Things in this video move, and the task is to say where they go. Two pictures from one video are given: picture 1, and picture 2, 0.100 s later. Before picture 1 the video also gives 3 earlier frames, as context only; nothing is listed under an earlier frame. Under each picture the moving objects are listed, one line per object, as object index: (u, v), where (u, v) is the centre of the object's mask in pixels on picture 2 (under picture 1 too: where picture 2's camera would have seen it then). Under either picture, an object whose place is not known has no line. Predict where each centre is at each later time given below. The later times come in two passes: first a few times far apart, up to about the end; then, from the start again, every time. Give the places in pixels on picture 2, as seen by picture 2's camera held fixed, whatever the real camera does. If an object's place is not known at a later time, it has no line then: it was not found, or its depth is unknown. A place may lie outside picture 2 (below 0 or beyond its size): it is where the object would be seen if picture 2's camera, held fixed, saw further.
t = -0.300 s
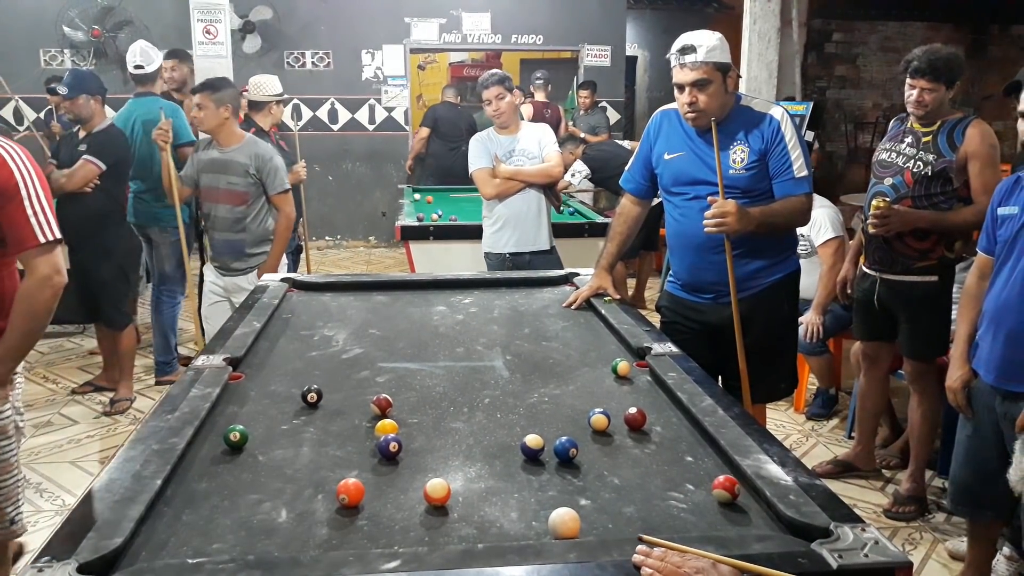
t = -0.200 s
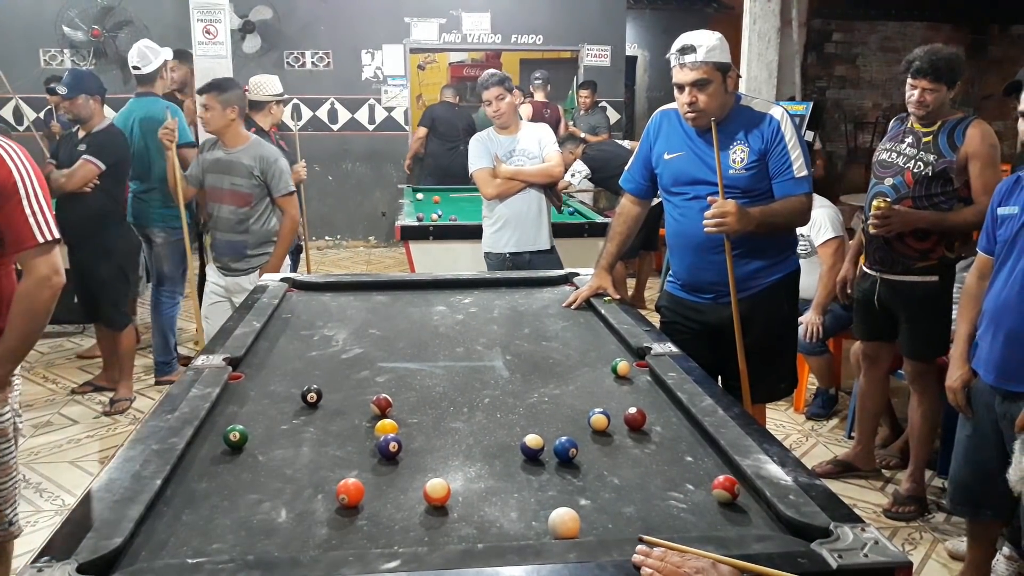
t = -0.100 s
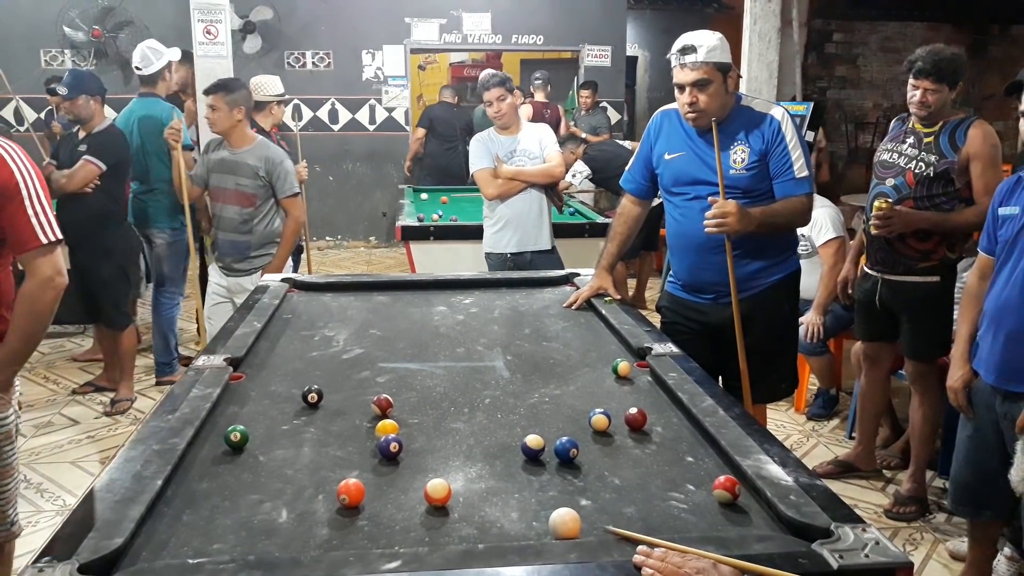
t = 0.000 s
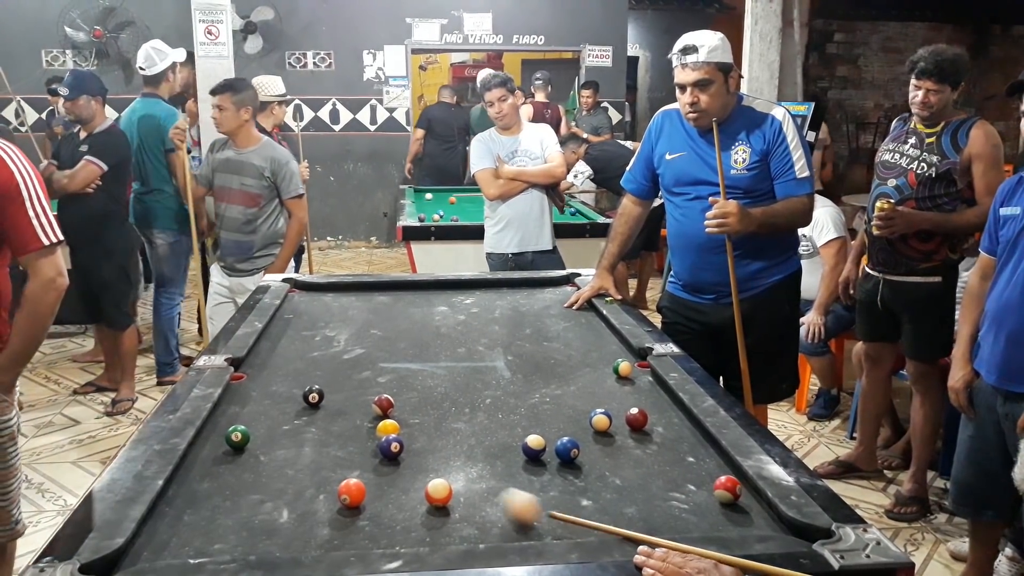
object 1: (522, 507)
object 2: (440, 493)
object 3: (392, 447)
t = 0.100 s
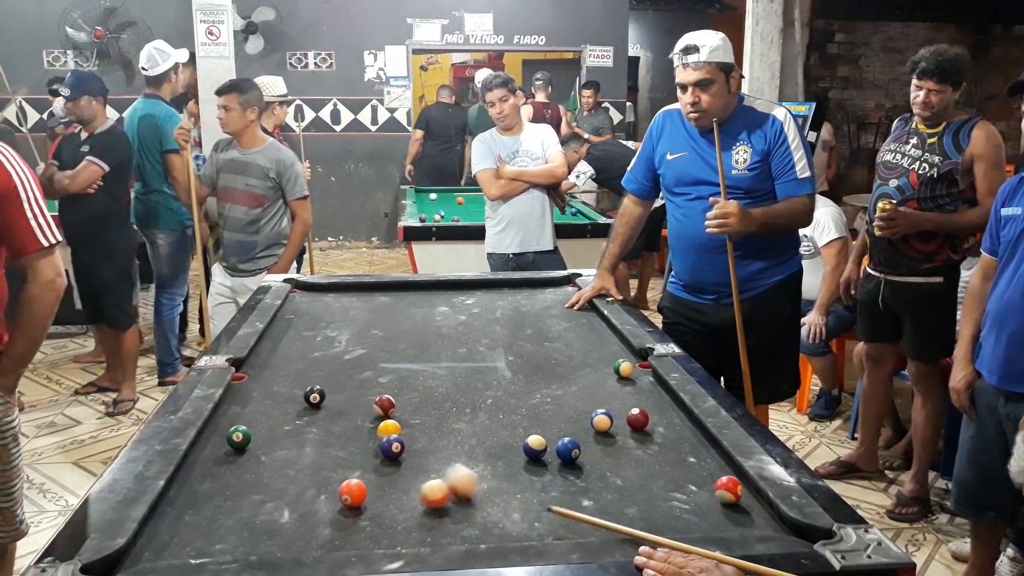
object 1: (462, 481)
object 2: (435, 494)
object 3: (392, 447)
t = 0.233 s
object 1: (418, 448)
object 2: (403, 500)
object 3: (391, 448)
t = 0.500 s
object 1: (429, 407)
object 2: (342, 512)
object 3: (309, 437)
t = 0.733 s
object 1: (433, 379)
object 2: (290, 521)
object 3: (251, 424)
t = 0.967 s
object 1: (435, 357)
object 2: (241, 530)
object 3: (233, 417)
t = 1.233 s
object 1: (439, 336)
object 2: (189, 539)
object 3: (277, 409)
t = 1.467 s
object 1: (441, 321)
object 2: (146, 547)
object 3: (308, 404)
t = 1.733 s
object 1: (444, 306)
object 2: (162, 549)
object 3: (329, 402)
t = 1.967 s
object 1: (446, 296)
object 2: (178, 550)
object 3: (344, 401)
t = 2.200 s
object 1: (448, 287)
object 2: (190, 551)
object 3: (357, 399)
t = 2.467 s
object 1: (452, 289)
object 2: (200, 552)
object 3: (366, 398)
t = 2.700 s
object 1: (456, 294)
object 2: (205, 552)
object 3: (371, 396)
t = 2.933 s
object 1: (459, 300)
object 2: (206, 553)
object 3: (374, 394)
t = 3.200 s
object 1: (464, 305)
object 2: (206, 553)
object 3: (375, 394)
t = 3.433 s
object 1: (468, 310)
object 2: (207, 553)
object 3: (375, 395)
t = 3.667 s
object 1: (472, 315)
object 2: (207, 553)
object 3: (375, 395)
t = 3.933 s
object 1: (476, 319)
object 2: (207, 553)
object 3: (375, 395)
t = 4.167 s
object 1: (480, 323)
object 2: (206, 554)
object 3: (375, 395)
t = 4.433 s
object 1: (484, 327)
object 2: (205, 554)
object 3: (375, 395)
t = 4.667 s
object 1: (486, 330)
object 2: (205, 554)
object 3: (375, 395)
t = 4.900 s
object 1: (489, 333)
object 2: (205, 554)
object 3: (375, 395)
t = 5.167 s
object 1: (491, 335)
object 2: (205, 554)
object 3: (375, 395)
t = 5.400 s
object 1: (492, 337)
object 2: (205, 554)
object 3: (375, 394)
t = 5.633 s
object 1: (493, 338)
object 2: (205, 554)
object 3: (374, 395)
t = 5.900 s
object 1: (493, 338)
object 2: (205, 554)
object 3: (374, 395)
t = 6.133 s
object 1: (493, 338)
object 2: (205, 554)
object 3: (374, 395)
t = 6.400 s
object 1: (492, 338)
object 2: (205, 554)
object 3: (375, 394)
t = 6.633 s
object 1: (493, 338)
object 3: (374, 395)
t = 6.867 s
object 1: (493, 338)
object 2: (205, 554)
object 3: (375, 395)
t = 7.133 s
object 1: (492, 338)
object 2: (205, 553)
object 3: (374, 395)
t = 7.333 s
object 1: (492, 338)
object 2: (205, 554)
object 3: (374, 394)
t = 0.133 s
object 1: (450, 472)
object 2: (426, 496)
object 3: (392, 447)
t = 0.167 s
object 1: (438, 464)
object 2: (418, 497)
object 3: (392, 447)
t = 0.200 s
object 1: (427, 456)
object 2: (410, 499)
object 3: (392, 448)
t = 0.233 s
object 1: (418, 448)
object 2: (403, 500)
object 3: (391, 448)
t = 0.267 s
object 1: (421, 443)
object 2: (395, 502)
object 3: (379, 445)
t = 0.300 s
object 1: (424, 438)
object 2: (387, 503)
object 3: (367, 444)
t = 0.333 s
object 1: (425, 433)
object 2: (380, 505)
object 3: (356, 443)
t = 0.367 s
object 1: (426, 427)
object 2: (372, 506)
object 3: (347, 442)
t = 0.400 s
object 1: (427, 422)
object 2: (365, 507)
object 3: (337, 439)
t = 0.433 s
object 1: (428, 417)
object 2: (357, 508)
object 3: (328, 438)
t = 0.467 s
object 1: (428, 412)
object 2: (350, 510)
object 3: (318, 439)
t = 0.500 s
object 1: (429, 407)
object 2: (342, 512)
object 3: (309, 437)
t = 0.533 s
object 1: (430, 403)
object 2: (335, 512)
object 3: (299, 435)
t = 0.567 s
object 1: (430, 399)
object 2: (327, 514)
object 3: (291, 434)
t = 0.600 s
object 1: (431, 394)
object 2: (320, 516)
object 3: (282, 433)
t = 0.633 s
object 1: (431, 390)
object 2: (312, 518)
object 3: (273, 431)
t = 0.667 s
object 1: (431, 387)
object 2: (305, 519)
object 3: (265, 431)
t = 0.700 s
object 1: (432, 383)
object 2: (298, 520)
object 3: (258, 428)
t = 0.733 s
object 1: (433, 379)
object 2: (290, 521)
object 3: (251, 424)
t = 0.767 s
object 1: (433, 375)
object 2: (283, 522)
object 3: (242, 422)
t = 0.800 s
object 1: (433, 372)
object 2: (276, 523)
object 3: (232, 422)
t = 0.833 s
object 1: (434, 369)
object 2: (269, 525)
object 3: (225, 422)
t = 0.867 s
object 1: (434, 366)
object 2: (262, 526)
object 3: (218, 423)
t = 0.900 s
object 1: (435, 362)
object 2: (255, 527)
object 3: (221, 422)
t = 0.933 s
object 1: (435, 360)
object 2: (248, 529)
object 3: (227, 419)
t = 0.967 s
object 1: (435, 357)
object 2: (241, 530)
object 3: (233, 417)
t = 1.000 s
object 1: (436, 354)
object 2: (234, 531)
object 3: (239, 416)
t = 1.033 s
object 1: (436, 351)
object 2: (228, 532)
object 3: (245, 416)
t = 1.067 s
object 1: (436, 348)
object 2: (221, 533)
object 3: (251, 414)
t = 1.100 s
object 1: (437, 345)
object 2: (215, 534)
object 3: (257, 413)
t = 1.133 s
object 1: (437, 343)
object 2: (208, 536)
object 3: (262, 412)
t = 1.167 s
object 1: (438, 340)
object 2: (201, 537)
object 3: (268, 411)
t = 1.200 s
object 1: (438, 338)
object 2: (195, 538)
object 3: (273, 410)
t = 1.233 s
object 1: (439, 336)
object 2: (189, 539)
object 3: (277, 409)
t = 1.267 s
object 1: (439, 333)
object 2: (182, 540)
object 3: (283, 407)
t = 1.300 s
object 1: (439, 331)
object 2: (176, 541)
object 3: (288, 406)
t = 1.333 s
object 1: (440, 329)
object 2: (170, 542)
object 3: (293, 405)
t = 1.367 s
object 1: (440, 327)
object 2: (165, 543)
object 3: (298, 404)
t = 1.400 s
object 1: (441, 325)
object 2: (158, 544)
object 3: (303, 403)
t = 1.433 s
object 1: (441, 323)
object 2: (152, 546)
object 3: (306, 403)
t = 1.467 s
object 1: (441, 321)
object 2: (146, 547)
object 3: (308, 404)
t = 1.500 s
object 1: (441, 319)
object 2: (145, 547)
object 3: (311, 404)
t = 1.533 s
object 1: (442, 317)
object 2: (148, 548)
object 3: (314, 403)
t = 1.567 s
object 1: (442, 315)
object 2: (150, 548)
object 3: (316, 403)
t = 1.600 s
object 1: (443, 313)
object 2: (153, 548)
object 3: (319, 403)
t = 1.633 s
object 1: (443, 311)
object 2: (155, 548)
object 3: (322, 402)
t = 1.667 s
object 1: (443, 310)
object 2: (157, 549)
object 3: (324, 402)
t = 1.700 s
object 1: (444, 308)
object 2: (160, 549)
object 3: (327, 402)
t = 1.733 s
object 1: (444, 306)
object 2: (162, 549)
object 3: (329, 402)
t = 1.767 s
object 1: (444, 305)
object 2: (164, 549)
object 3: (331, 401)
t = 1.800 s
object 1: (445, 303)
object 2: (167, 549)
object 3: (334, 401)
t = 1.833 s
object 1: (445, 301)
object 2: (169, 549)
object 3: (336, 401)
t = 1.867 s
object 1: (445, 300)
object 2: (171, 549)
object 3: (338, 401)
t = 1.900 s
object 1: (446, 298)
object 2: (174, 549)
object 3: (340, 401)
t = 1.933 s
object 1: (446, 297)
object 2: (176, 549)
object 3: (342, 401)
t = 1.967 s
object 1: (446, 296)
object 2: (178, 550)
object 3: (344, 401)
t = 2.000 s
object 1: (447, 294)
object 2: (179, 550)
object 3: (346, 400)
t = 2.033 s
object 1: (447, 293)
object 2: (181, 551)
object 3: (348, 400)
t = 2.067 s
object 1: (447, 291)
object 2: (183, 551)
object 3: (350, 400)
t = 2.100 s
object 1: (447, 290)
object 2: (184, 551)
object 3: (352, 400)
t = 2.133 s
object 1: (448, 289)
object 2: (186, 551)
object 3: (353, 400)
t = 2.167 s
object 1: (448, 288)
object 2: (188, 551)
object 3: (355, 400)
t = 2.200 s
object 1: (448, 287)
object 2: (190, 551)
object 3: (357, 399)
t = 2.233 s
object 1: (448, 285)
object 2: (191, 551)
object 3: (358, 399)
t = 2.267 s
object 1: (449, 285)
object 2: (193, 551)
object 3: (360, 399)
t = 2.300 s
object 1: (449, 285)
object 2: (194, 551)
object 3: (361, 399)
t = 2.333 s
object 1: (450, 286)
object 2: (196, 551)
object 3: (362, 399)
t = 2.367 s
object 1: (450, 287)
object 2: (197, 551)
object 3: (363, 399)
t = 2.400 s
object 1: (451, 288)
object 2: (198, 551)
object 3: (364, 398)
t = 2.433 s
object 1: (452, 289)
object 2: (200, 552)
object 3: (366, 399)
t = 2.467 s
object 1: (452, 289)
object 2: (200, 552)
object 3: (366, 398)
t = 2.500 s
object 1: (453, 290)
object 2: (201, 552)
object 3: (367, 398)
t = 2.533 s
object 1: (453, 291)
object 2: (202, 552)
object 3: (368, 397)
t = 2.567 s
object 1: (454, 291)
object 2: (202, 552)
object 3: (369, 397)
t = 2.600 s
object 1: (454, 292)
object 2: (203, 552)
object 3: (370, 397)
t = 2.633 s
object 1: (455, 293)
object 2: (204, 552)
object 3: (370, 397)
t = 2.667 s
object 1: (455, 293)
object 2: (204, 552)
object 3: (371, 396)
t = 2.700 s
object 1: (456, 294)
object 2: (205, 552)
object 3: (371, 396)
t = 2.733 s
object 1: (457, 295)
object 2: (205, 552)
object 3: (372, 396)
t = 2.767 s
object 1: (457, 296)
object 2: (205, 552)
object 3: (373, 395)
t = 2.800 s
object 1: (458, 297)
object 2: (205, 553)
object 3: (373, 395)
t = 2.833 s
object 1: (458, 297)
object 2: (206, 553)
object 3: (373, 395)
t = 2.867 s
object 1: (458, 298)
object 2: (206, 553)
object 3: (374, 395)
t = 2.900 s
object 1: (459, 299)
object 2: (206, 553)
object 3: (374, 395)
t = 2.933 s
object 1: (459, 300)
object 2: (206, 553)
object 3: (374, 394)
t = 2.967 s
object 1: (460, 300)
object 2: (206, 552)
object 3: (375, 394)
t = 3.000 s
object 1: (460, 301)
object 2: (206, 553)
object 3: (375, 394)
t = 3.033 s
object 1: (461, 302)
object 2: (206, 553)
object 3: (375, 394)
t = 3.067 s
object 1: (461, 303)
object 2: (206, 553)
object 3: (375, 394)
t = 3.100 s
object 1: (462, 303)
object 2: (206, 553)
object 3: (375, 394)
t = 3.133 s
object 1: (462, 304)
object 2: (206, 553)
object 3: (375, 394)
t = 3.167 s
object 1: (463, 305)
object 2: (206, 553)
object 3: (375, 394)
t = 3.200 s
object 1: (464, 305)
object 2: (206, 553)
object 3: (375, 394)
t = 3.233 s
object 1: (464, 306)
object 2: (206, 553)
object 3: (375, 394)
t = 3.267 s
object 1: (465, 307)
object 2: (206, 553)
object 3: (375, 394)
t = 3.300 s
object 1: (465, 308)
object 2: (207, 553)
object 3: (375, 395)
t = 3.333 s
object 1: (466, 308)
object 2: (207, 553)
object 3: (375, 394)
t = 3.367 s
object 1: (467, 309)
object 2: (207, 553)
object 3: (375, 395)
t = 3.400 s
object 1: (467, 309)
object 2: (207, 552)
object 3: (375, 395)
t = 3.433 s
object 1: (468, 310)
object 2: (207, 553)
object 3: (375, 395)
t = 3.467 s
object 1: (468, 310)
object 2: (206, 553)
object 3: (375, 395)
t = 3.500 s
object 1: (469, 311)
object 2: (206, 554)
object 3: (375, 395)
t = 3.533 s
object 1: (469, 312)
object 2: (206, 554)
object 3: (375, 395)
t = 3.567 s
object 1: (470, 313)
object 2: (206, 553)
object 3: (375, 395)
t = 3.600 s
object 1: (470, 313)
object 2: (207, 553)
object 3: (375, 395)
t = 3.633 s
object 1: (471, 314)
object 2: (207, 553)
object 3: (375, 395)
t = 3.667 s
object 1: (472, 315)
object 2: (207, 553)
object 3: (375, 395)
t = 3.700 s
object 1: (472, 315)
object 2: (207, 553)
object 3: (375, 395)
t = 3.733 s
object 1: (473, 316)
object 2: (207, 553)
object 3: (375, 395)
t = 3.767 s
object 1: (473, 317)
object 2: (207, 553)
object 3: (375, 395)
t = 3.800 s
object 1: (474, 317)
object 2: (206, 553)
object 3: (375, 395)
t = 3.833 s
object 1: (475, 318)
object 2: (207, 553)
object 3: (375, 395)
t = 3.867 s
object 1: (475, 318)
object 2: (206, 554)
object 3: (375, 395)
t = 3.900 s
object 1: (476, 319)
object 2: (207, 554)
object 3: (375, 395)
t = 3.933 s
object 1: (476, 319)
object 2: (207, 553)
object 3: (375, 395)
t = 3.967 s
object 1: (477, 320)
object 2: (206, 553)
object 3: (375, 395)
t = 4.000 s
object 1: (477, 321)
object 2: (206, 553)
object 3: (375, 395)
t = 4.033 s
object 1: (478, 321)
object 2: (206, 554)
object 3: (375, 395)
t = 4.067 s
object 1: (478, 322)
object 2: (206, 554)
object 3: (375, 395)
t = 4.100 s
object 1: (479, 322)
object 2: (206, 554)
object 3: (375, 395)
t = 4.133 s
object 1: (479, 323)
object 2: (206, 554)
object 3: (375, 395)
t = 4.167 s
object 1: (480, 323)
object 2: (206, 554)
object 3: (375, 395)
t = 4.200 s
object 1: (480, 324)
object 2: (206, 554)
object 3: (375, 395)
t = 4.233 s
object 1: (481, 324)
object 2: (206, 554)
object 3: (375, 395)
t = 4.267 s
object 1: (481, 325)
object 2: (206, 553)
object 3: (375, 395)
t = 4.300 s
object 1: (482, 325)
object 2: (206, 553)
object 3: (375, 395)
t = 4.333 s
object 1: (482, 326)
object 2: (206, 554)
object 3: (375, 395)
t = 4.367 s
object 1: (483, 326)
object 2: (205, 554)
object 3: (375, 395)
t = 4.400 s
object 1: (483, 327)
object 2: (205, 554)
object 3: (375, 395)
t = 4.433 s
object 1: (484, 327)
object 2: (205, 554)
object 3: (375, 395)
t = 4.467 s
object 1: (484, 328)
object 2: (205, 554)
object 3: (375, 395)
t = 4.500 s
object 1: (484, 328)
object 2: (205, 554)
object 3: (374, 395)
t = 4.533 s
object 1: (485, 329)
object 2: (205, 554)
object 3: (375, 395)
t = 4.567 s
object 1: (485, 329)
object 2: (205, 554)
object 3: (375, 395)
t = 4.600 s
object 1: (486, 330)
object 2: (205, 554)
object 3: (375, 395)
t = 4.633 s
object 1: (486, 330)
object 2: (205, 554)
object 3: (374, 395)
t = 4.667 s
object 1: (486, 330)
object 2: (205, 554)
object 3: (375, 395)
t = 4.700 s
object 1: (487, 331)
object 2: (206, 554)
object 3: (375, 395)
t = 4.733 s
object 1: (487, 331)
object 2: (206, 554)
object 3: (374, 395)
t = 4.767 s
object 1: (487, 331)
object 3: (374, 394)
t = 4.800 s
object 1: (488, 332)
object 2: (205, 554)
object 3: (375, 395)
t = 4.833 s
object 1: (488, 332)
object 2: (205, 554)
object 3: (375, 394)
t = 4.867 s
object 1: (489, 333)
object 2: (205, 554)
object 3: (374, 394)
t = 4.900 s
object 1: (489, 333)
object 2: (205, 554)
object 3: (375, 395)
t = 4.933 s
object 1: (489, 333)
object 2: (205, 553)
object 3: (375, 394)
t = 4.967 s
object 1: (489, 334)
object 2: (206, 554)
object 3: (375, 394)
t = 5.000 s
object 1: (490, 334)
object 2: (205, 554)
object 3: (375, 395)
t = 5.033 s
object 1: (490, 334)
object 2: (205, 554)
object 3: (375, 395)
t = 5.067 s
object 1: (490, 334)
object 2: (205, 554)
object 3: (375, 395)
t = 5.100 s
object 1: (491, 335)
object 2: (206, 554)
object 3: (374, 395)
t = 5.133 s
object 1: (491, 335)
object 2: (205, 554)
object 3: (375, 395)
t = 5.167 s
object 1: (491, 335)
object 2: (205, 554)
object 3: (375, 395)
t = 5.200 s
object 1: (491, 336)
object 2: (205, 554)
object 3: (375, 394)
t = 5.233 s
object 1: (491, 336)
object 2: (205, 554)
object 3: (375, 394)
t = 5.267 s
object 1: (491, 336)
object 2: (205, 554)
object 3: (374, 395)
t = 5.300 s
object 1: (492, 336)
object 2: (205, 554)
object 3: (374, 395)
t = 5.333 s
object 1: (492, 336)
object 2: (205, 554)
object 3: (375, 395)
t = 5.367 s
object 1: (492, 337)
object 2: (205, 554)
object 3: (375, 394)
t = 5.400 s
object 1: (492, 337)
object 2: (205, 554)
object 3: (375, 394)
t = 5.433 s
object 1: (492, 337)
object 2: (205, 554)
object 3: (374, 395)
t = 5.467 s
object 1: (492, 337)
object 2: (205, 554)
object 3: (374, 395)
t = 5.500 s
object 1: (492, 337)
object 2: (206, 554)
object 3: (374, 395)
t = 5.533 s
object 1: (492, 338)
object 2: (206, 554)
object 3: (375, 395)
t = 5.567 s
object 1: (492, 338)
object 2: (206, 554)
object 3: (374, 395)
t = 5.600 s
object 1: (492, 338)
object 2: (205, 554)
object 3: (375, 395)
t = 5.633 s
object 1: (493, 338)
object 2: (205, 554)
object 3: (374, 395)
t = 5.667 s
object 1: (493, 338)
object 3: (374, 395)
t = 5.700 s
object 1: (493, 338)
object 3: (375, 395)
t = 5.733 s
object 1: (493, 338)
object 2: (205, 555)
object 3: (375, 395)
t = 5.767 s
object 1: (493, 338)
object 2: (205, 554)
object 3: (374, 395)
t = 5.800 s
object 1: (493, 338)
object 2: (205, 554)
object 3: (374, 395)
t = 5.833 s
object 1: (493, 338)
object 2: (205, 554)
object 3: (374, 395)
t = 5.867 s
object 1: (493, 338)
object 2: (205, 554)
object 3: (374, 395)
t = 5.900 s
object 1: (493, 338)
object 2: (205, 554)
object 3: (374, 395)
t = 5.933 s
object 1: (493, 338)
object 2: (205, 554)
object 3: (374, 395)
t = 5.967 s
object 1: (493, 338)
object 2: (205, 554)
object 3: (375, 394)
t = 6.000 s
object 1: (493, 338)
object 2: (205, 554)
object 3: (374, 395)
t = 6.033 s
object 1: (493, 338)
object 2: (205, 554)
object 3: (374, 395)
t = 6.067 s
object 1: (493, 338)
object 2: (205, 554)
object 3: (374, 395)
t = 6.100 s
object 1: (493, 338)
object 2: (205, 554)
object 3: (374, 395)
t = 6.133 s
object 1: (493, 338)
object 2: (205, 554)
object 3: (374, 395)
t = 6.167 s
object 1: (493, 338)
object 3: (374, 395)
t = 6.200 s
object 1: (493, 338)
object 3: (374, 395)
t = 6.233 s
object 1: (493, 338)
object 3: (374, 395)
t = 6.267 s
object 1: (492, 338)
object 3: (374, 395)
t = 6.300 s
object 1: (492, 338)
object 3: (374, 395)
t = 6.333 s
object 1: (493, 338)
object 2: (205, 554)
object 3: (375, 394)
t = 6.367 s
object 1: (493, 338)
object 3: (374, 394)
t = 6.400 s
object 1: (492, 338)
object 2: (205, 554)
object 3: (375, 394)
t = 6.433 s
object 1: (493, 338)
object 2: (205, 554)
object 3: (375, 395)
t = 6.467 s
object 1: (493, 338)
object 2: (205, 554)
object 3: (375, 394)
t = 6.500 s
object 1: (493, 338)
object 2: (205, 554)
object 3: (374, 395)
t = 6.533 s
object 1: (493, 338)
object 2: (205, 554)
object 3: (374, 394)
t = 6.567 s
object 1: (492, 338)
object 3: (374, 395)
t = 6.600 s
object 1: (492, 338)
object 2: (205, 554)
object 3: (374, 395)
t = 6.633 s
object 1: (493, 338)
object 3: (374, 395)
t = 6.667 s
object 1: (492, 338)
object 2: (205, 554)
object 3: (374, 395)
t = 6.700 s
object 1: (492, 338)
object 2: (205, 554)
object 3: (374, 395)
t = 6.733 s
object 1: (492, 338)
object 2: (205, 554)
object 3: (374, 395)
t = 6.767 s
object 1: (492, 338)
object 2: (205, 554)
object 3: (375, 394)
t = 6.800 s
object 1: (492, 338)
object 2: (205, 554)
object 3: (374, 394)
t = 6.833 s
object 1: (493, 338)
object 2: (205, 554)
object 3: (375, 395)
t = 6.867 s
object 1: (493, 338)
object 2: (205, 554)
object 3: (375, 395)
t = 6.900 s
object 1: (493, 338)
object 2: (205, 554)
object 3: (374, 395)
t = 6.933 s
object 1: (493, 338)
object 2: (205, 554)
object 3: (375, 395)
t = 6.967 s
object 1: (493, 338)
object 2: (205, 554)
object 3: (375, 395)
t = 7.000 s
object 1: (493, 338)
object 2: (205, 554)
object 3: (374, 395)
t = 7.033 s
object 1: (493, 338)
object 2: (205, 554)
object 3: (375, 394)
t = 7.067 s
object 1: (493, 338)
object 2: (205, 554)
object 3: (374, 395)
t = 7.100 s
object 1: (493, 338)
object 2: (205, 554)
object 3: (375, 394)
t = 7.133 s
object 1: (492, 338)
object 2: (205, 553)
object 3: (374, 395)
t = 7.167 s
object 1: (492, 338)
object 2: (205, 554)
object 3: (375, 395)
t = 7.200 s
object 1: (493, 338)
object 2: (205, 554)
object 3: (374, 394)
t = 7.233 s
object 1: (492, 338)
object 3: (374, 394)
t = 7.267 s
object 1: (492, 338)
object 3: (374, 394)
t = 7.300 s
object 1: (492, 338)
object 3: (375, 394)
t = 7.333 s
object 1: (492, 338)
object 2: (205, 554)
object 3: (374, 394)
